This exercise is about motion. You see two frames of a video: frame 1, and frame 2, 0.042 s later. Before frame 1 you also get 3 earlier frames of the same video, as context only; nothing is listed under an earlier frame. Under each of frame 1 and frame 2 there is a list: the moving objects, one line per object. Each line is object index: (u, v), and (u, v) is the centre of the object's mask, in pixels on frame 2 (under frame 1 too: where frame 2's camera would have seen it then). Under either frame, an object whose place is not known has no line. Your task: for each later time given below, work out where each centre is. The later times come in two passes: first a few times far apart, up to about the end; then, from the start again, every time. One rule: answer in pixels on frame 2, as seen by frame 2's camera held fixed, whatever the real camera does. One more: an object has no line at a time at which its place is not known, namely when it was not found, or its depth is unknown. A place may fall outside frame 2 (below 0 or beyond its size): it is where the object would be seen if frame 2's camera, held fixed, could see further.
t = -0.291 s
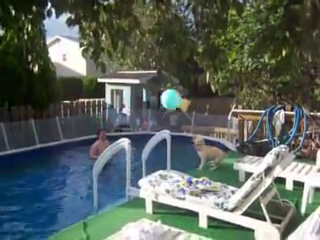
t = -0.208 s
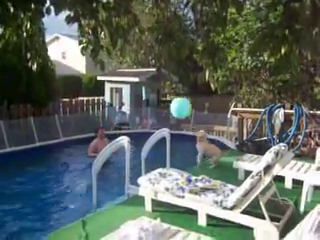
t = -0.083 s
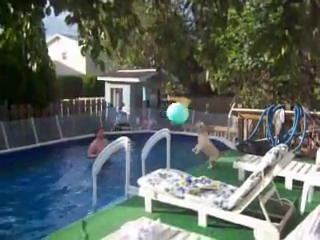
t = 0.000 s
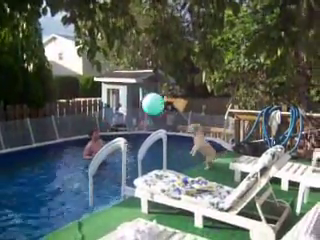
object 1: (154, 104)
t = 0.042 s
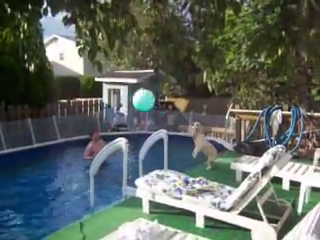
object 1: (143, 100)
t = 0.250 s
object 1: (92, 94)
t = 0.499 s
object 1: (39, 116)
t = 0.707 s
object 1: (5, 156)
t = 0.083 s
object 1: (134, 97)
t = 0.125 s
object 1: (122, 95)
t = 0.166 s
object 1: (112, 94)
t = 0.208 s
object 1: (101, 93)
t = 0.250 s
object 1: (92, 94)
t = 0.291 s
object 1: (83, 95)
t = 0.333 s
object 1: (73, 98)
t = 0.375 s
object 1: (65, 101)
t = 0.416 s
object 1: (56, 104)
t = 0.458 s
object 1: (47, 110)
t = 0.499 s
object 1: (39, 116)
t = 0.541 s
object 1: (31, 122)
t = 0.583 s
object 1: (23, 129)
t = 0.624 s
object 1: (15, 138)
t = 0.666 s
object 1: (9, 147)
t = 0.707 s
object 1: (5, 156)
